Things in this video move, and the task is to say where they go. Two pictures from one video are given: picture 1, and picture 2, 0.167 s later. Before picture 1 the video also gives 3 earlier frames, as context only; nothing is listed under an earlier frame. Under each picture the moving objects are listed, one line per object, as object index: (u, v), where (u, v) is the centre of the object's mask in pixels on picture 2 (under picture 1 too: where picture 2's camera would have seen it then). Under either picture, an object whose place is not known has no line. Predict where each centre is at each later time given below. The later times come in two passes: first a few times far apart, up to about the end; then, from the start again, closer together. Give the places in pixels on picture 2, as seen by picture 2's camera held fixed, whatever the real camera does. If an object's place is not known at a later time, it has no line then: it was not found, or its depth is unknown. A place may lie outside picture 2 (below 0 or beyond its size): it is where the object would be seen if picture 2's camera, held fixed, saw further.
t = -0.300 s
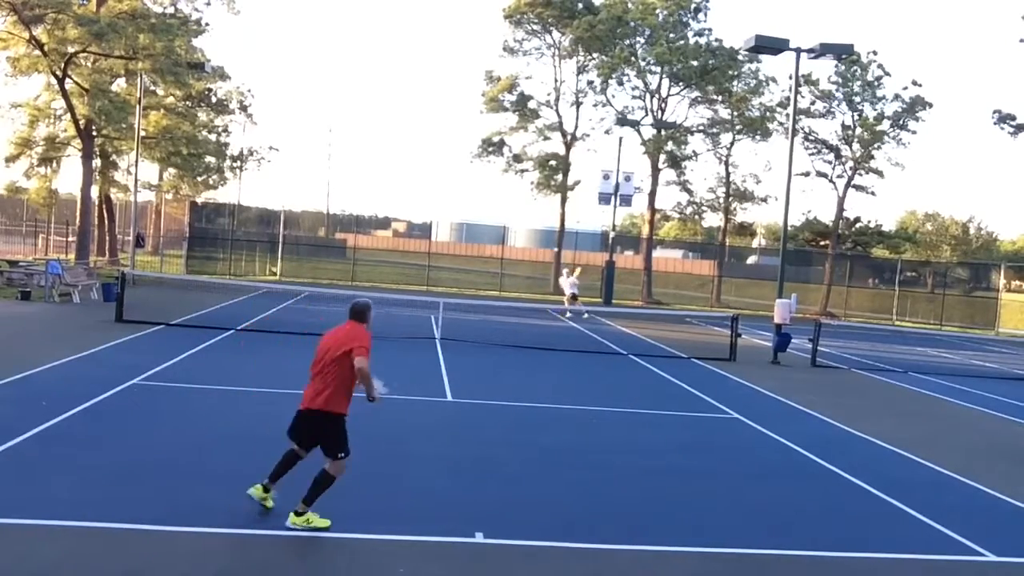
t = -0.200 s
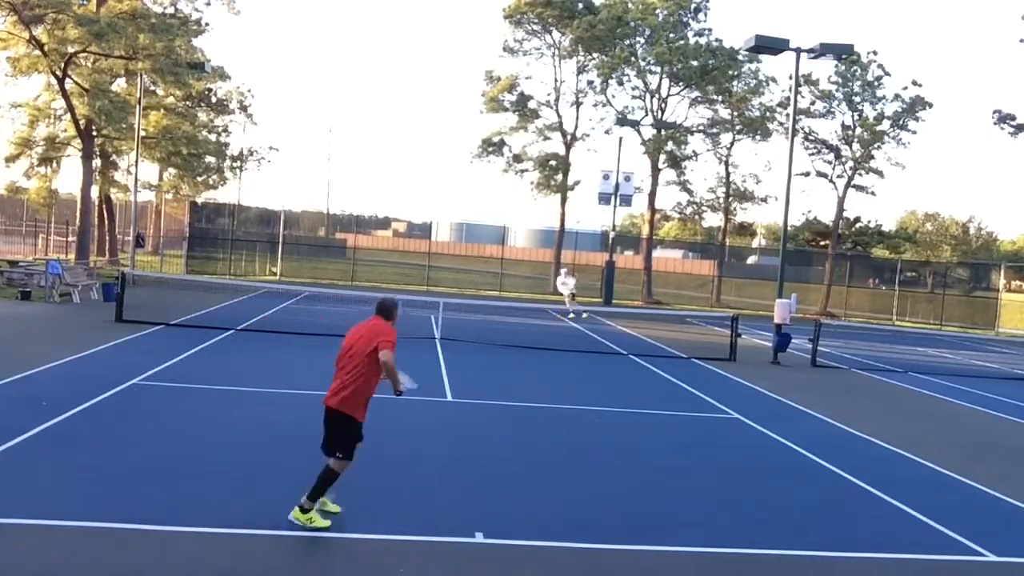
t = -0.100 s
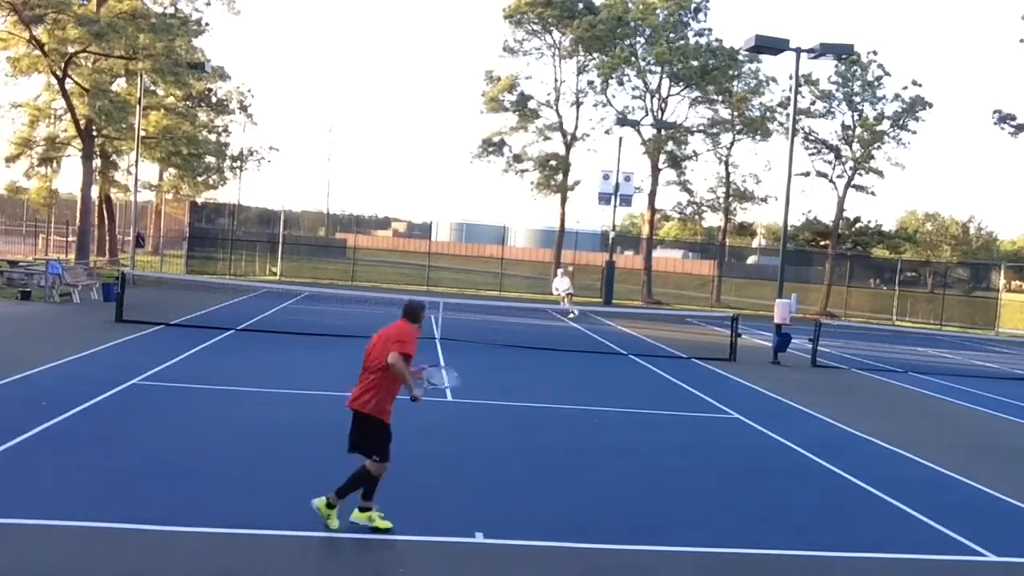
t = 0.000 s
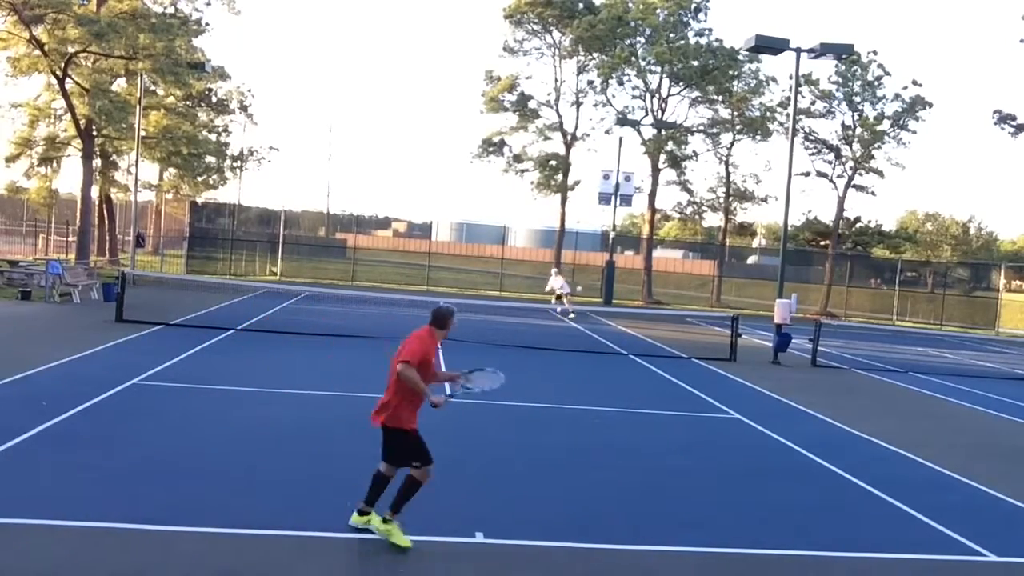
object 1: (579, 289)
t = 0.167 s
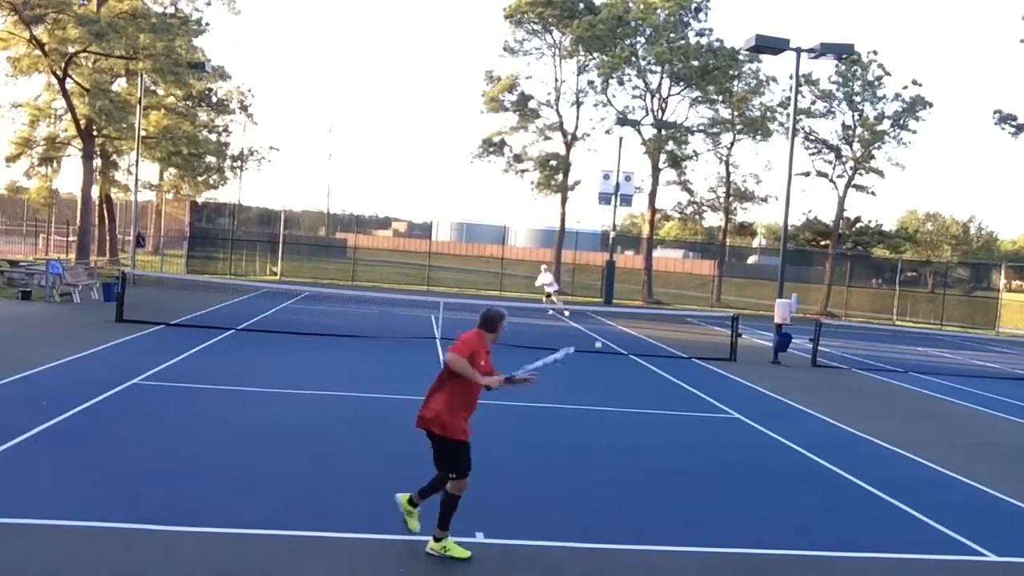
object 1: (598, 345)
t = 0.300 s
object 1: (618, 421)
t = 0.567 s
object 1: (681, 456)
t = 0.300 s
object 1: (618, 421)
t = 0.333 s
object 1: (625, 446)
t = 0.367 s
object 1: (631, 474)
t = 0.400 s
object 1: (639, 482)
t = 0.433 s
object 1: (646, 475)
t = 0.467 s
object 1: (654, 468)
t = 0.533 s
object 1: (672, 459)
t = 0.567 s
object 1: (681, 456)
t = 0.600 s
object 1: (691, 455)
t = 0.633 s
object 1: (702, 454)
